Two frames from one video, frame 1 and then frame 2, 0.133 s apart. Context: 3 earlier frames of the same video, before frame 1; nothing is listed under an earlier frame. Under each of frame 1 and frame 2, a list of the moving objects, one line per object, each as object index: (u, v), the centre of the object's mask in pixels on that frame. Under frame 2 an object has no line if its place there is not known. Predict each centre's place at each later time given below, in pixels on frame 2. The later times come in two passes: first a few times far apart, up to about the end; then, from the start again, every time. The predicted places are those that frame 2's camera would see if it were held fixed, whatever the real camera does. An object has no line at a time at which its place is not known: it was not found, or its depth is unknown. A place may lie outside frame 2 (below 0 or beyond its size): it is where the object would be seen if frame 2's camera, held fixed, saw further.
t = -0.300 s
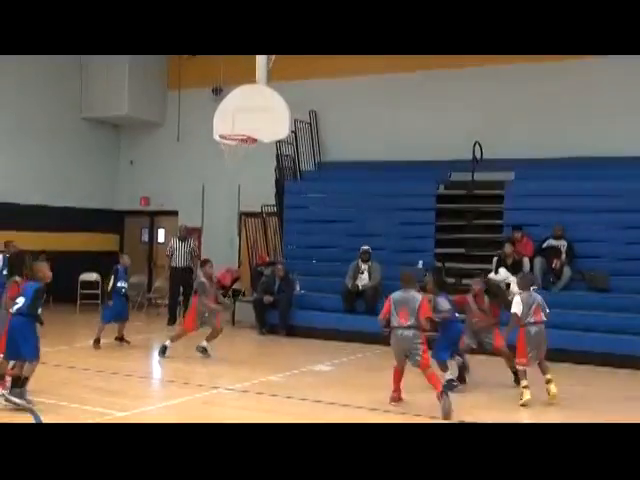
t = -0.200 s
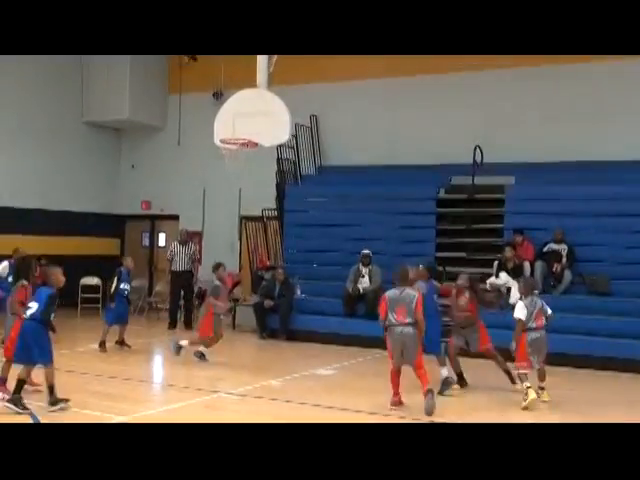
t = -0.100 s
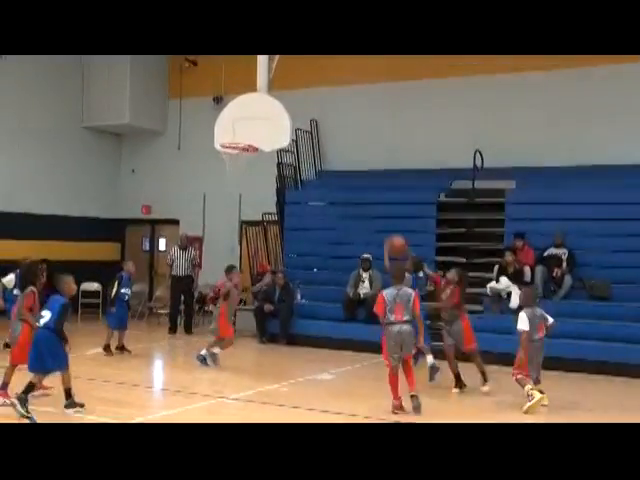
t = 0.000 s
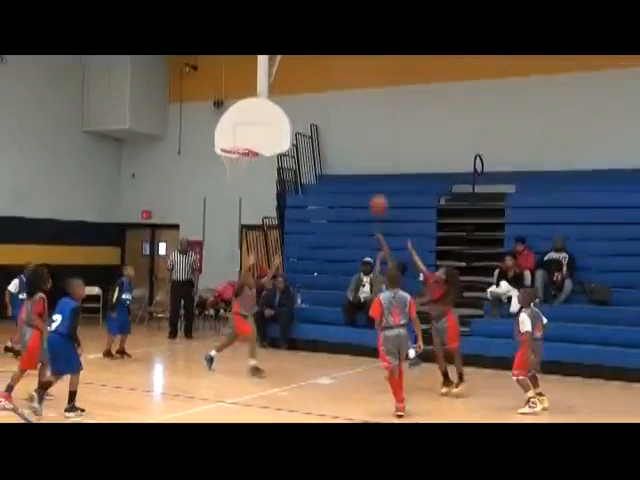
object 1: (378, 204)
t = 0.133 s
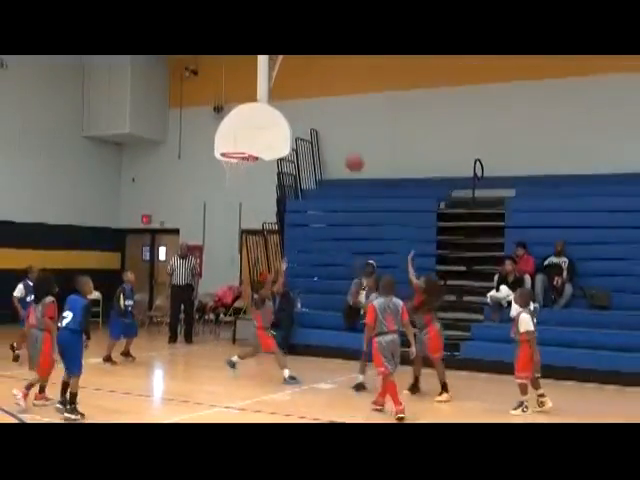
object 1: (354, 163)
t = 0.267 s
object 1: (332, 133)
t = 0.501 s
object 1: (295, 114)
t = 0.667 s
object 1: (272, 124)
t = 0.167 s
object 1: (348, 153)
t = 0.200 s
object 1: (342, 145)
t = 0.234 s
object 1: (337, 138)
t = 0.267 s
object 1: (332, 133)
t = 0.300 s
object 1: (326, 127)
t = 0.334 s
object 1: (321, 122)
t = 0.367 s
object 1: (316, 118)
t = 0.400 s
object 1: (311, 117)
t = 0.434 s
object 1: (306, 115)
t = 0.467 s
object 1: (300, 114)
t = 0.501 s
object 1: (295, 114)
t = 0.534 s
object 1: (291, 114)
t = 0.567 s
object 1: (286, 115)
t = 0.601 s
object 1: (281, 117)
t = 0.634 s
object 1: (276, 120)
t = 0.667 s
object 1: (272, 124)
